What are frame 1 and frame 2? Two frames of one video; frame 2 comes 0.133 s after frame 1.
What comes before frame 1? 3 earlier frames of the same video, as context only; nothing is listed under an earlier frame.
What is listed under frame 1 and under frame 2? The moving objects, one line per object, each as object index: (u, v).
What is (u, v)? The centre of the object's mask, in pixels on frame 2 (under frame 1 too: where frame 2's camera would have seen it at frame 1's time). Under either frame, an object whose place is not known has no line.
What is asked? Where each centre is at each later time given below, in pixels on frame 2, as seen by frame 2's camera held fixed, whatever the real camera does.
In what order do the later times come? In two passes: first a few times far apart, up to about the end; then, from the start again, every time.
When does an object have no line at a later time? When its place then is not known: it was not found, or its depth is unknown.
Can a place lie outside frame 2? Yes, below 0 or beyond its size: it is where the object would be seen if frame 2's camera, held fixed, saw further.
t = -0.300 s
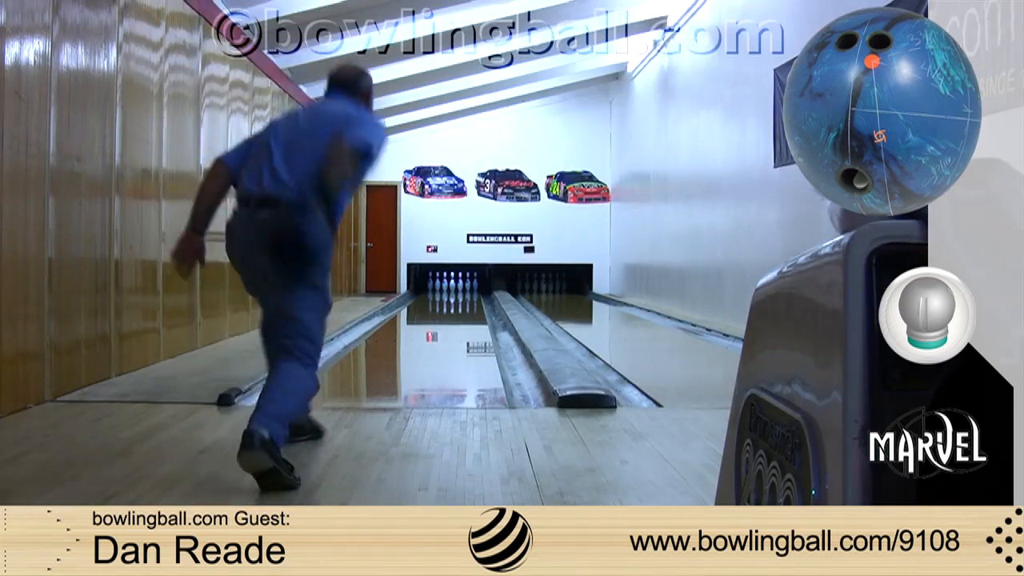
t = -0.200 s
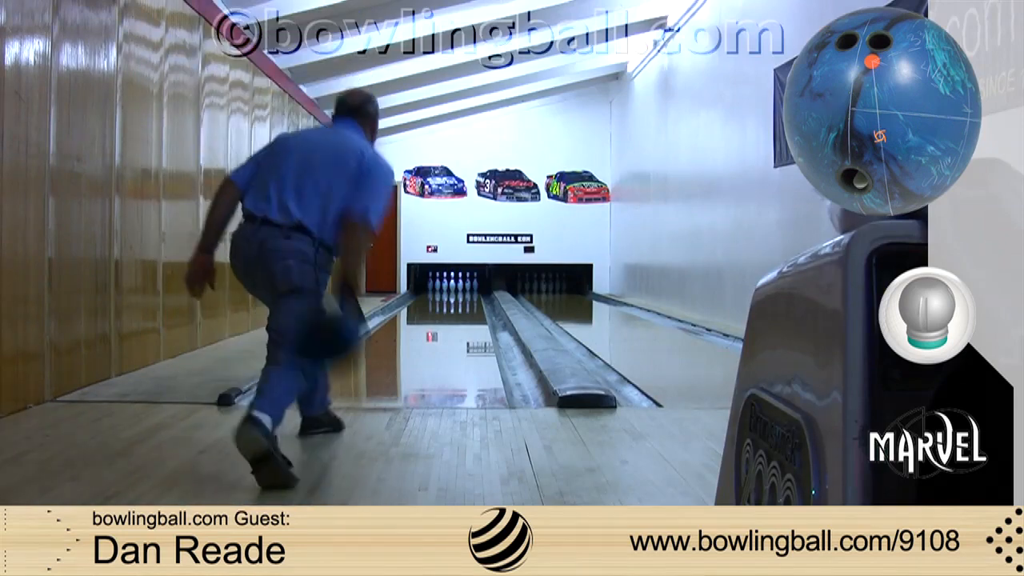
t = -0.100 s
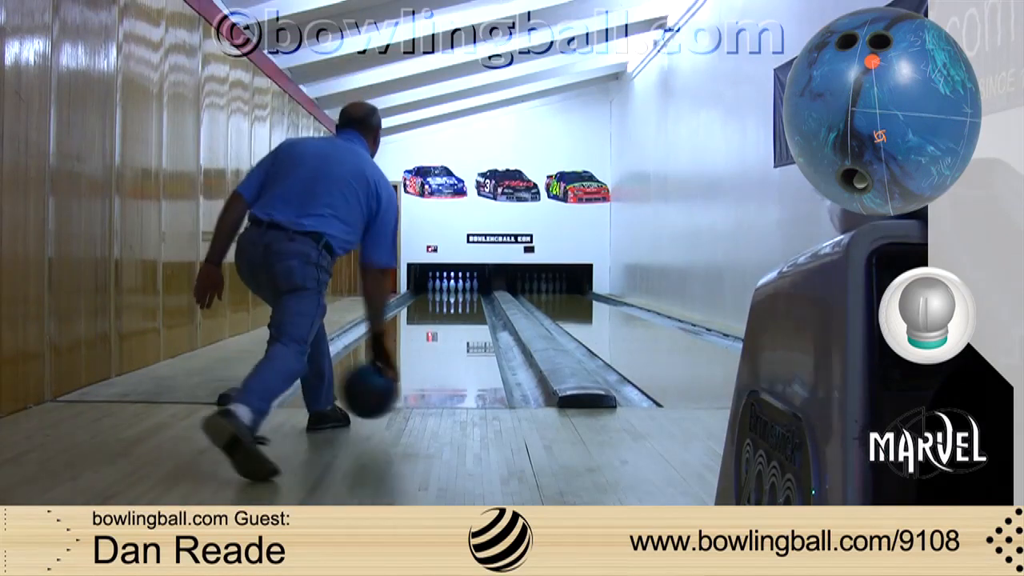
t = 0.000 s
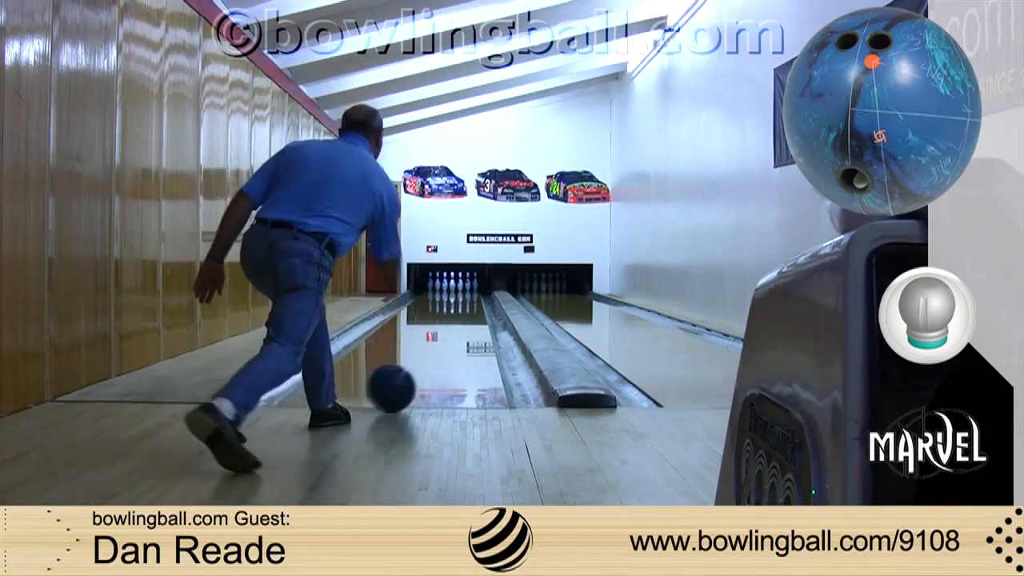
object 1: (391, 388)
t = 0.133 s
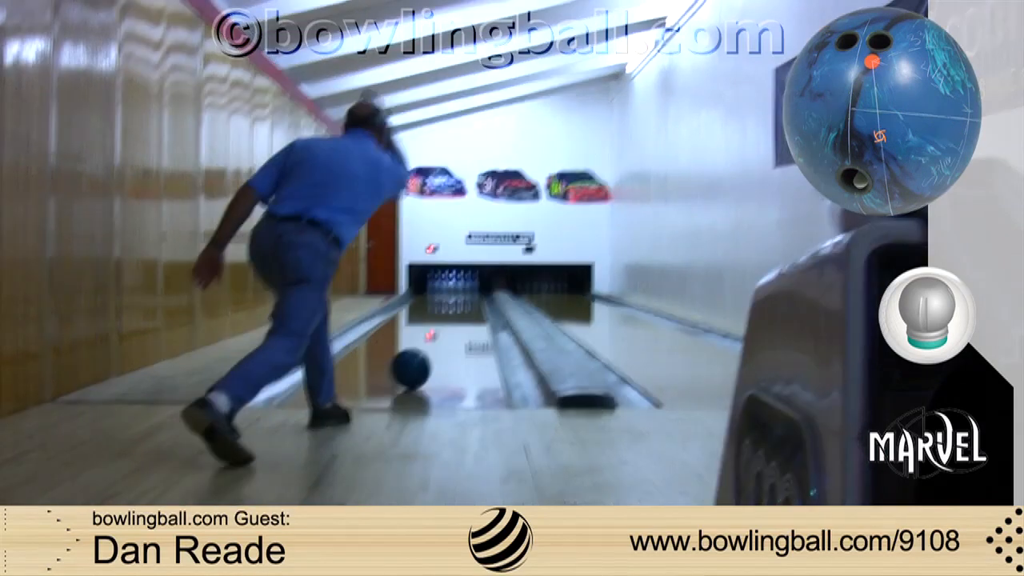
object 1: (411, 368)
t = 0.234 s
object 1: (421, 357)
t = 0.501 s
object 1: (440, 335)
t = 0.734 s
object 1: (450, 322)
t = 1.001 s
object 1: (458, 311)
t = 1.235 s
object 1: (462, 305)
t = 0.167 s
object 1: (415, 364)
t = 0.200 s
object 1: (418, 360)
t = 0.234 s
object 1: (421, 357)
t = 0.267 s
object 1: (424, 353)
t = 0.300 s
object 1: (427, 350)
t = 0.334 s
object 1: (429, 347)
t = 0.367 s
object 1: (432, 344)
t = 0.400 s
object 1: (434, 342)
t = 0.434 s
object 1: (436, 339)
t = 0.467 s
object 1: (438, 337)
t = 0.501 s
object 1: (440, 335)
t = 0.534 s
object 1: (442, 333)
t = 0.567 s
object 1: (443, 331)
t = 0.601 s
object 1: (445, 329)
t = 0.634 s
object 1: (446, 327)
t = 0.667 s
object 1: (448, 325)
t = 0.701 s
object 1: (449, 324)
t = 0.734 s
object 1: (450, 322)
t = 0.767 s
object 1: (452, 320)
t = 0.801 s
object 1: (453, 318)
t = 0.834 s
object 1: (453, 318)
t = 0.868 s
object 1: (454, 316)
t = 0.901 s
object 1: (455, 315)
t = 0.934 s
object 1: (456, 314)
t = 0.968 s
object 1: (457, 312)
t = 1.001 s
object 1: (458, 311)
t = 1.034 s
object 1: (459, 311)
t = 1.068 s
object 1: (459, 310)
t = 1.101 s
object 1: (459, 309)
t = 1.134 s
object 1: (460, 308)
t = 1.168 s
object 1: (461, 306)
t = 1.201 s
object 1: (461, 306)
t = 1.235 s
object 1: (462, 305)
